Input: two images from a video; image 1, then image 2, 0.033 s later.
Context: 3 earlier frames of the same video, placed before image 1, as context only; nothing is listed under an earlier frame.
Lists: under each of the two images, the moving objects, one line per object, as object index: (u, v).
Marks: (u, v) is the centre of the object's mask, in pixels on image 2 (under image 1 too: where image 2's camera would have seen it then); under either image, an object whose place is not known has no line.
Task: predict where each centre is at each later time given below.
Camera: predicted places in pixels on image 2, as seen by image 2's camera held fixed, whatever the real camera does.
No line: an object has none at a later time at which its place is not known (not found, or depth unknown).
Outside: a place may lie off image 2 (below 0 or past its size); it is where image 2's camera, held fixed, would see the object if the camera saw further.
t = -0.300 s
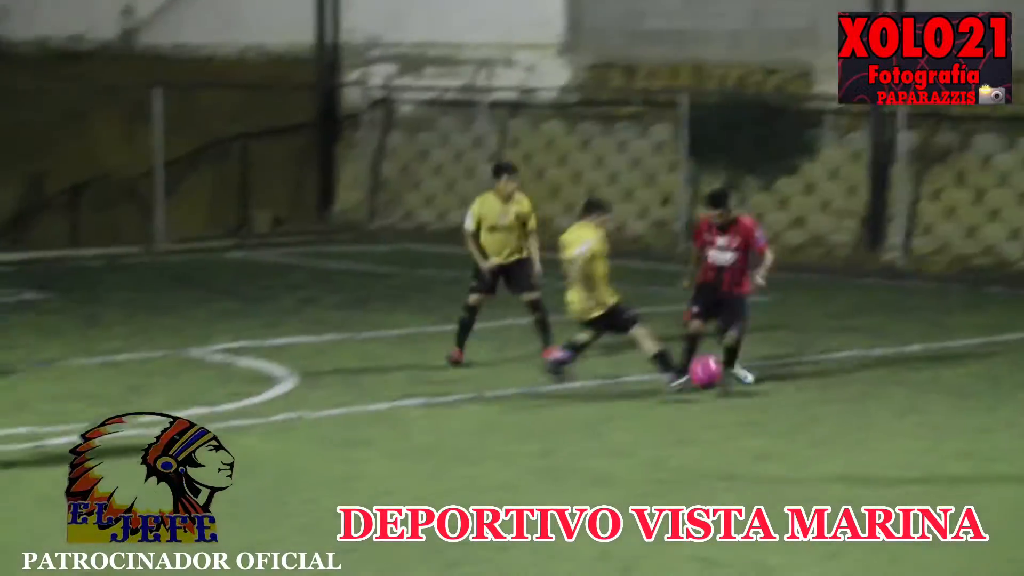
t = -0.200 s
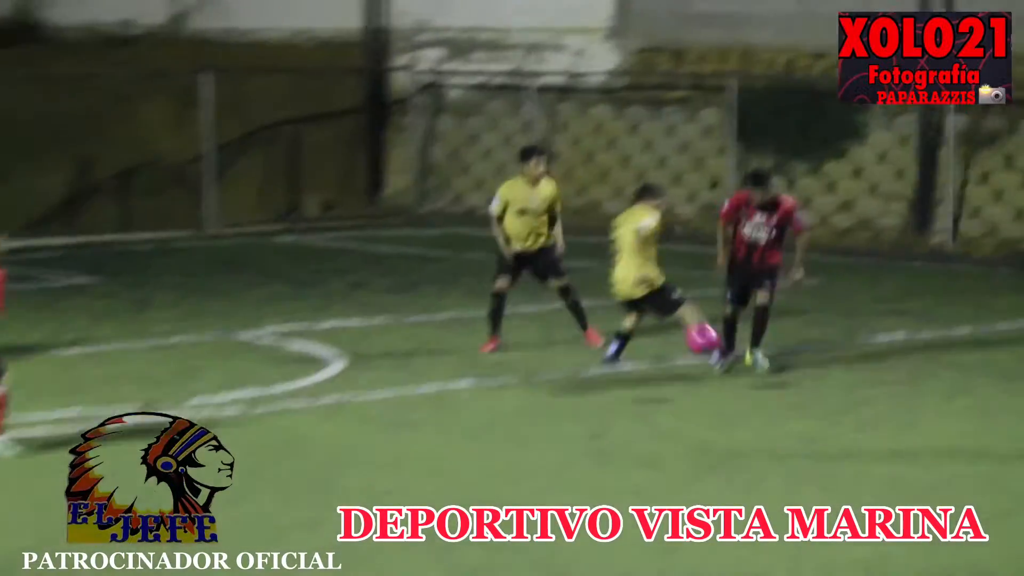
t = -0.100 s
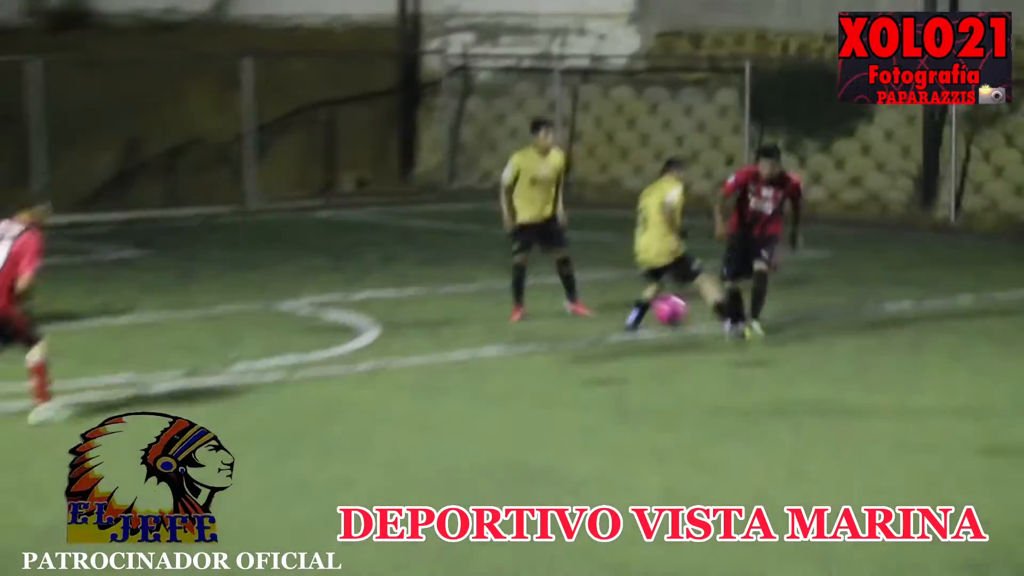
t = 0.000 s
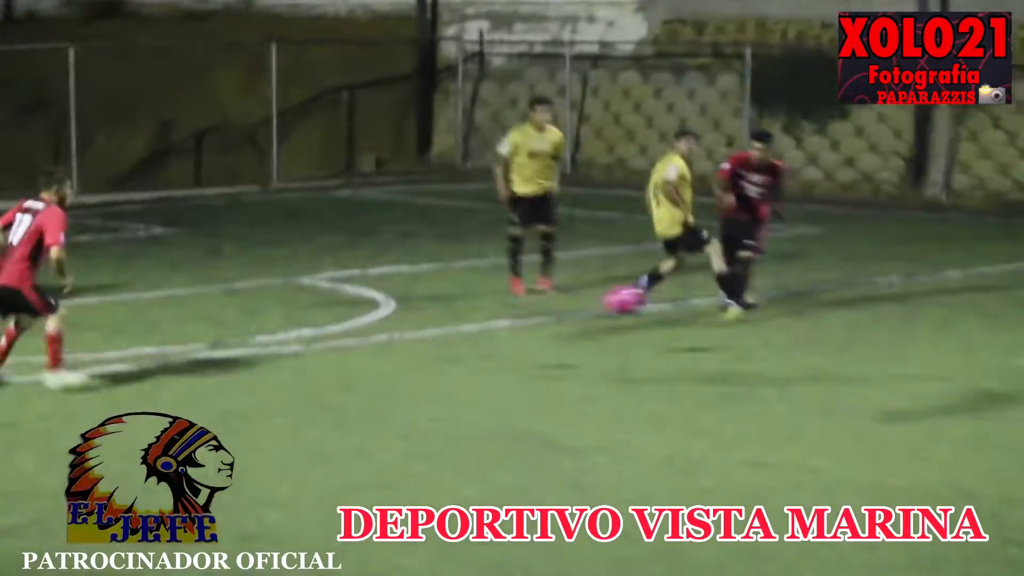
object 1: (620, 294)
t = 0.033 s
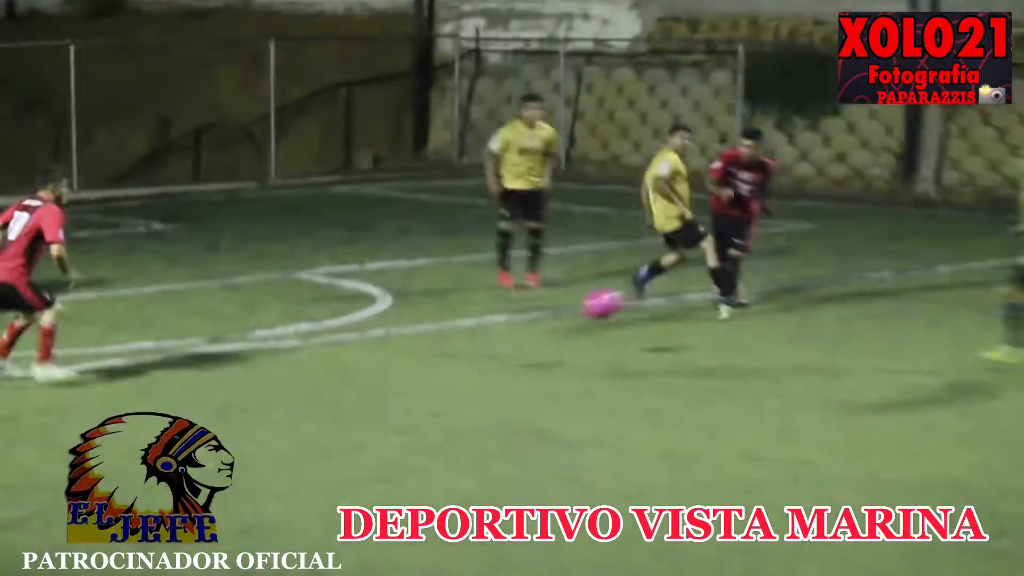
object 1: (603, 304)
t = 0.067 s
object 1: (588, 314)
